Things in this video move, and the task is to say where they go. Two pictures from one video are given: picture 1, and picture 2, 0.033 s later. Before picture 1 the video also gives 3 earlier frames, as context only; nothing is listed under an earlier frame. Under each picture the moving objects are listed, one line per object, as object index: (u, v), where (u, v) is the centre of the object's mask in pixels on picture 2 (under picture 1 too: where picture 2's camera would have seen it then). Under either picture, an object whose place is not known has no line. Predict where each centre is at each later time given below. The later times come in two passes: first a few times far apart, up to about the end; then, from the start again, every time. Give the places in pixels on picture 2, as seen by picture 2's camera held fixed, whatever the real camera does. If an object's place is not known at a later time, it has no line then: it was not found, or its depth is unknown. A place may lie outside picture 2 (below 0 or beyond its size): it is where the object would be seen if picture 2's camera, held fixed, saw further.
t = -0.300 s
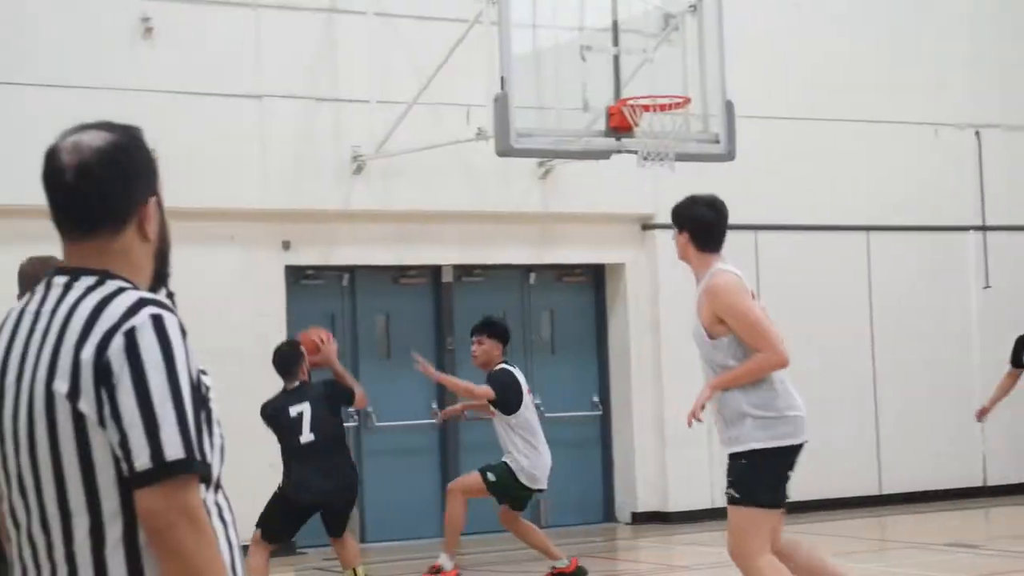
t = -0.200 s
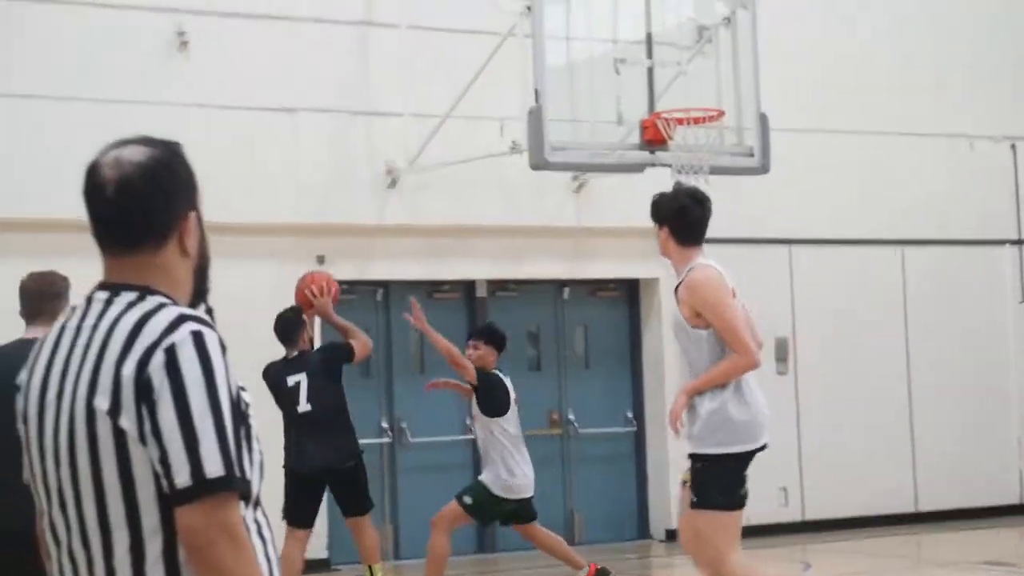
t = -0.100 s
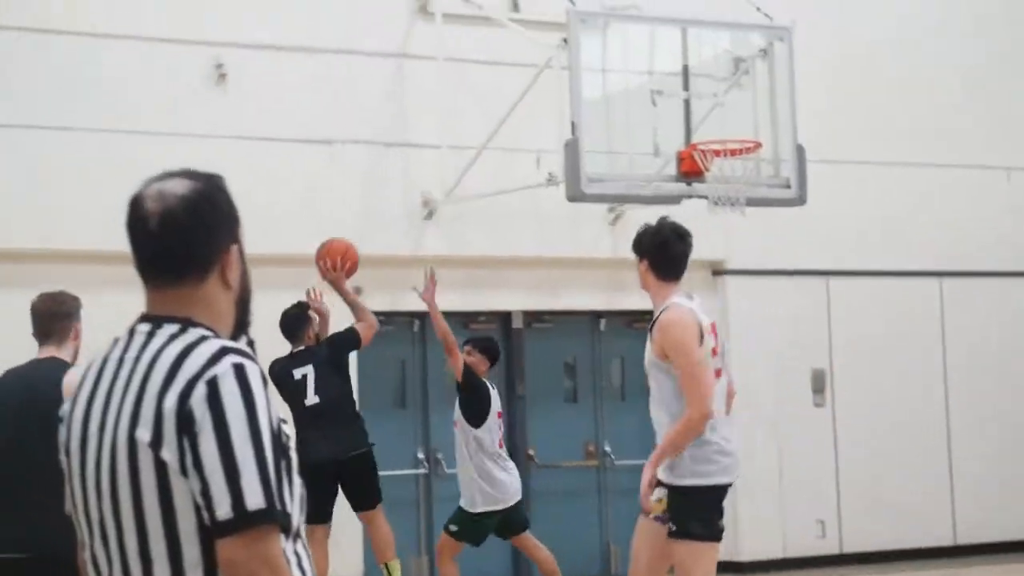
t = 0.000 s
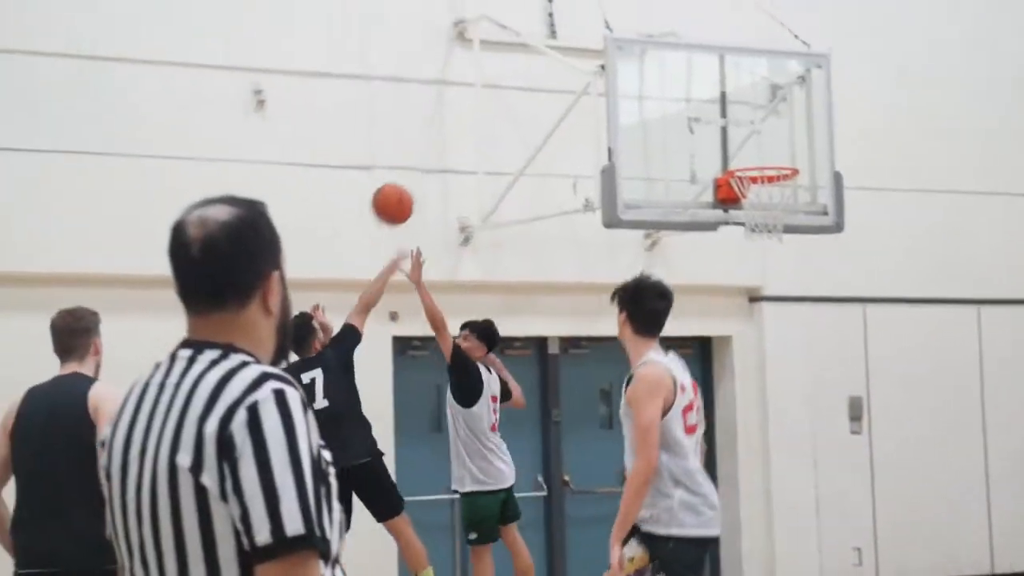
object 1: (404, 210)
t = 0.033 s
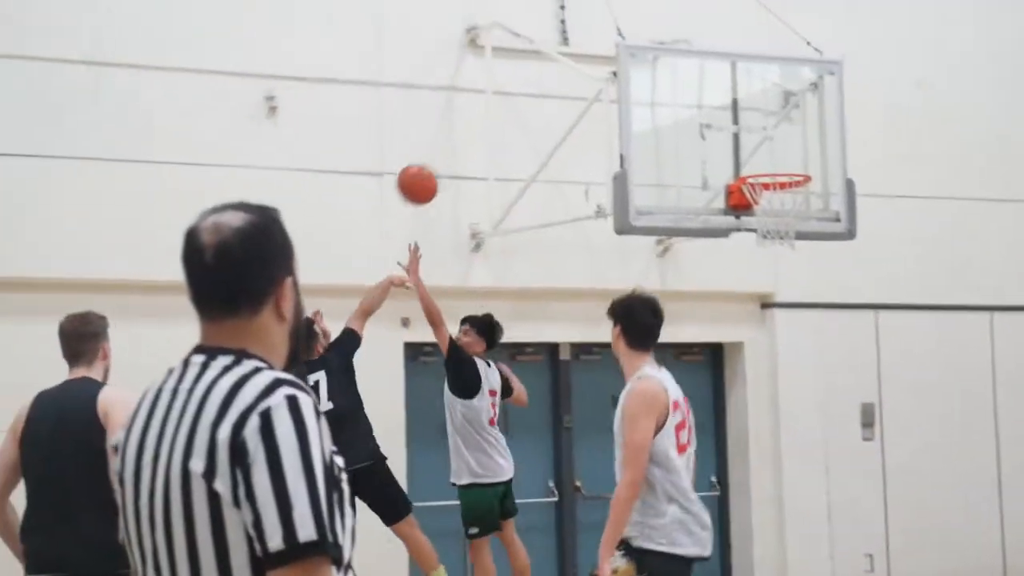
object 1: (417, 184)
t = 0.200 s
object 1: (480, 88)
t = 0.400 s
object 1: (550, 39)
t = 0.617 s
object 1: (619, 58)
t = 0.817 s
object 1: (681, 134)
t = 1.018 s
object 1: (746, 230)
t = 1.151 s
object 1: (798, 264)
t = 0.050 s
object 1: (423, 172)
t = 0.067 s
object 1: (430, 160)
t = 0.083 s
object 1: (436, 149)
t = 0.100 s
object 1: (444, 139)
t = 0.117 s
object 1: (450, 129)
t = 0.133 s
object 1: (456, 120)
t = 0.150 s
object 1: (462, 111)
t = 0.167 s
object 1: (468, 103)
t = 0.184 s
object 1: (475, 95)
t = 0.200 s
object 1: (480, 88)
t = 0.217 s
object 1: (487, 81)
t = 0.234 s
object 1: (492, 75)
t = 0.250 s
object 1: (499, 69)
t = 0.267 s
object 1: (504, 64)
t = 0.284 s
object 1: (510, 59)
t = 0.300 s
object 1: (516, 55)
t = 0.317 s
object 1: (522, 51)
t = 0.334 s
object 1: (527, 48)
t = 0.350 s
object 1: (533, 45)
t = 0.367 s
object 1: (539, 43)
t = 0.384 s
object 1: (545, 41)
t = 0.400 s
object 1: (550, 39)
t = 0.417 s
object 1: (556, 38)
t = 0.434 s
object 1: (561, 38)
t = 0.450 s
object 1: (567, 37)
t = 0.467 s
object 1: (572, 37)
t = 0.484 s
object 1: (578, 38)
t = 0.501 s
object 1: (583, 39)
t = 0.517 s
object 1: (588, 41)
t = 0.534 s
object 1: (594, 43)
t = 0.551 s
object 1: (599, 45)
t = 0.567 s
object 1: (604, 47)
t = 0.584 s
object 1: (609, 51)
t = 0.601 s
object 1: (614, 54)
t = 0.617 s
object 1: (619, 58)
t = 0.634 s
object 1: (625, 62)
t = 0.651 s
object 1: (630, 67)
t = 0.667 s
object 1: (635, 72)
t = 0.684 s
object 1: (640, 77)
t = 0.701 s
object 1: (645, 83)
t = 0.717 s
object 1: (651, 89)
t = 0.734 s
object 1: (656, 96)
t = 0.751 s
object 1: (661, 103)
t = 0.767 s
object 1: (666, 110)
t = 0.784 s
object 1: (671, 118)
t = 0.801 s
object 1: (676, 126)
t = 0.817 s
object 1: (681, 134)
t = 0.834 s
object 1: (686, 143)
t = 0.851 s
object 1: (691, 152)
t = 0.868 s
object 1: (696, 162)
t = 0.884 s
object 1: (701, 172)
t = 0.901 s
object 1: (705, 182)
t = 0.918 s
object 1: (710, 193)
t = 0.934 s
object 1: (714, 203)
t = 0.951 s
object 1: (720, 215)
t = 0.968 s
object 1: (724, 223)
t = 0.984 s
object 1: (732, 225)
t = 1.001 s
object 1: (739, 228)
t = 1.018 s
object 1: (746, 230)
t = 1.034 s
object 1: (752, 234)
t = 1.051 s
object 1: (759, 237)
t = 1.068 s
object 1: (765, 240)
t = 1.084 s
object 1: (772, 244)
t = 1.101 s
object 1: (778, 249)
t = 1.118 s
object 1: (785, 253)
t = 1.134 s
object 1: (791, 259)
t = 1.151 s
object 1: (798, 264)
